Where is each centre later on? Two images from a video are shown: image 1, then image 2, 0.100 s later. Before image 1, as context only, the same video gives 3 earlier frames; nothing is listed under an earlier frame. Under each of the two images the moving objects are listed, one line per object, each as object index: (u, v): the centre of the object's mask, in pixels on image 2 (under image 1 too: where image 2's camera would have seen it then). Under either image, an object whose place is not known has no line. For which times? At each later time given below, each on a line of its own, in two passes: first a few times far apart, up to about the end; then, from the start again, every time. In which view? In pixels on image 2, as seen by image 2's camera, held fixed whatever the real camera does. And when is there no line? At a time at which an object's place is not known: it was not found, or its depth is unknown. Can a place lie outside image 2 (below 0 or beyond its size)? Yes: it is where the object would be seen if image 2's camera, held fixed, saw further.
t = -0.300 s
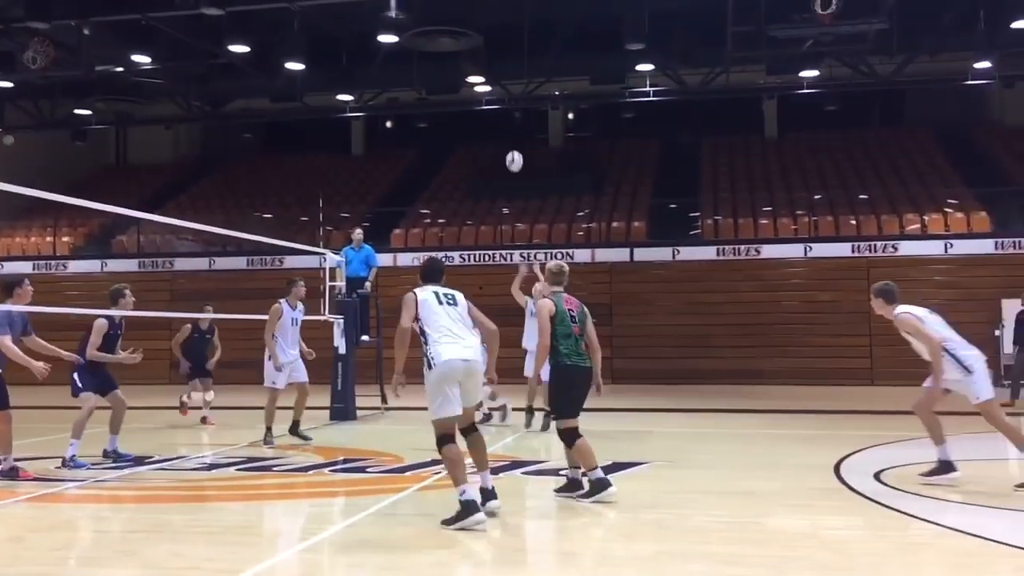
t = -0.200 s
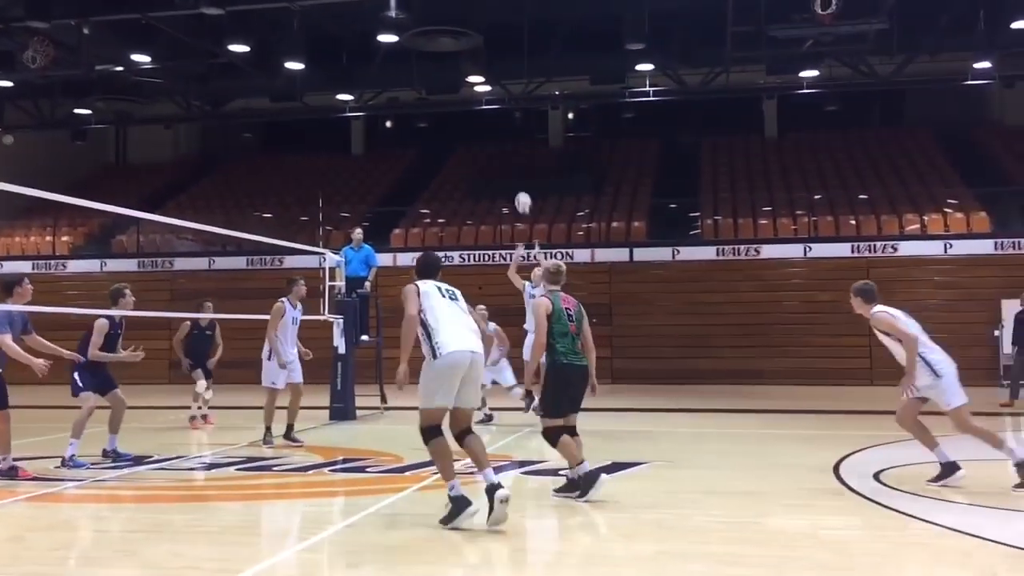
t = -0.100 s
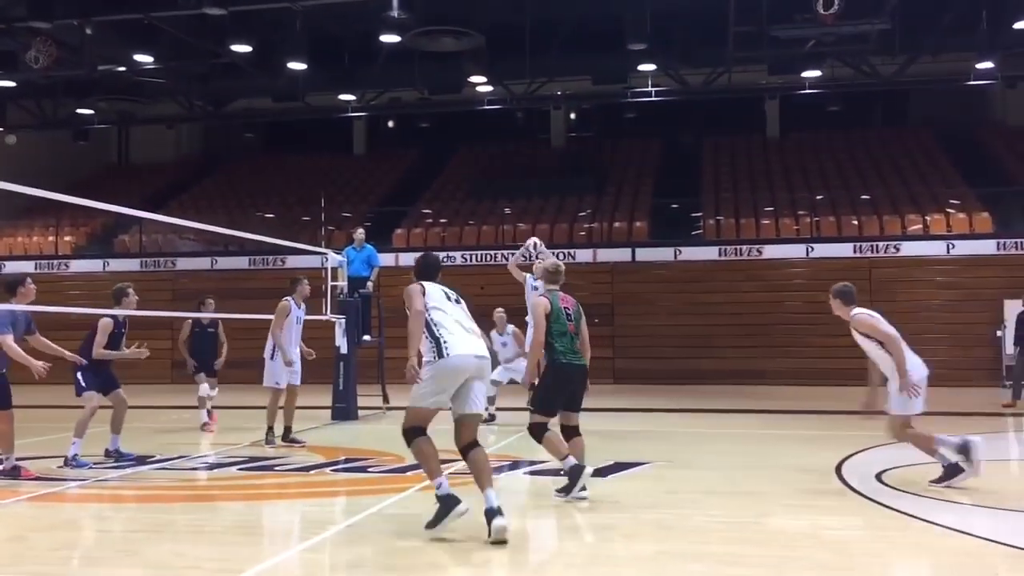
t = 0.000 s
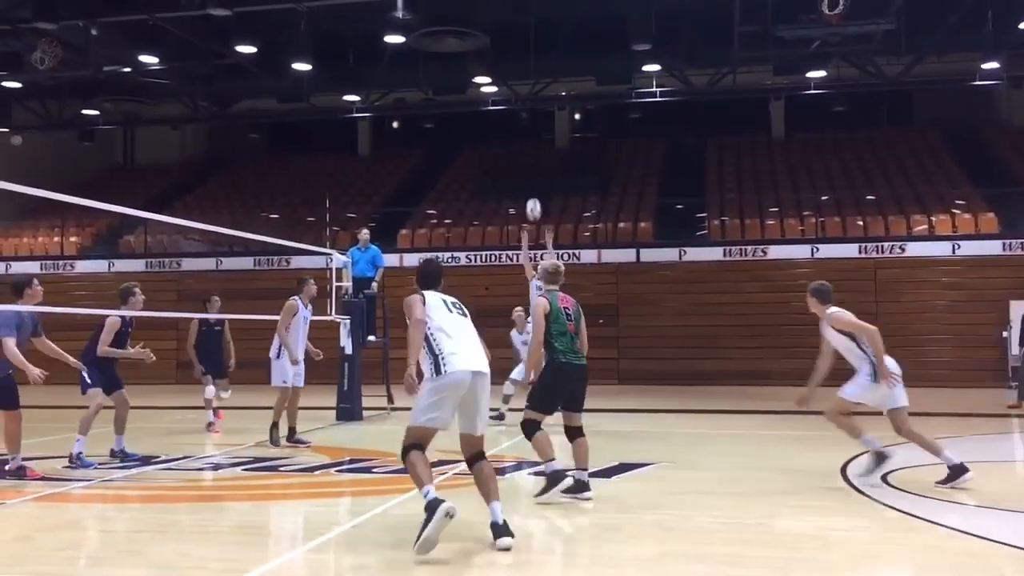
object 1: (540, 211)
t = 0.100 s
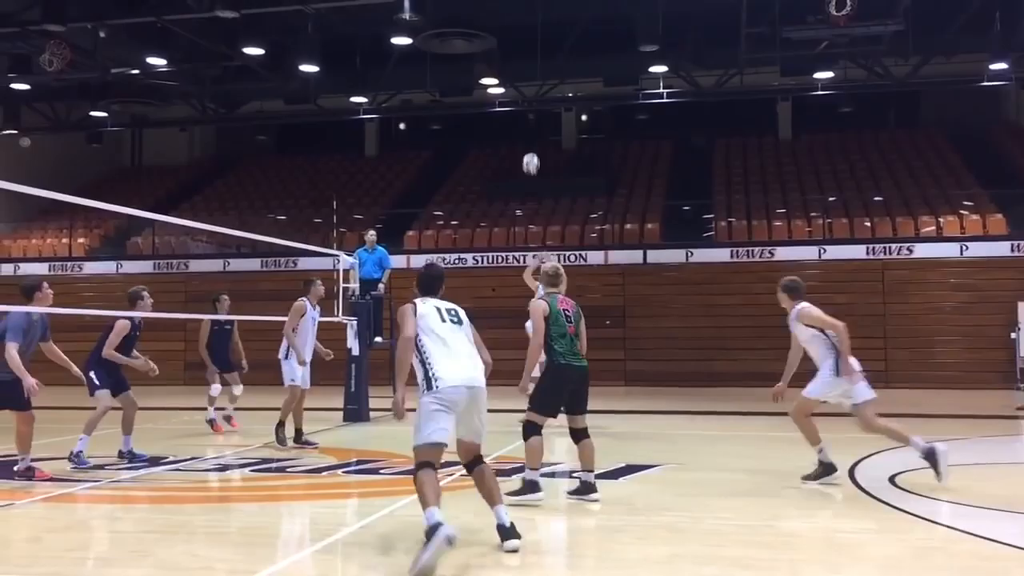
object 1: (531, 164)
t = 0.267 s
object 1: (515, 98)
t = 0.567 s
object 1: (481, 31)
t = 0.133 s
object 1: (527, 149)
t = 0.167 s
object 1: (524, 135)
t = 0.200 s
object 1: (521, 122)
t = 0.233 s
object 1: (518, 110)
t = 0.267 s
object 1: (515, 98)
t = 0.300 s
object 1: (512, 88)
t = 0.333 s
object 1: (508, 78)
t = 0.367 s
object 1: (504, 69)
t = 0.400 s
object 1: (500, 60)
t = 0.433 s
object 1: (496, 52)
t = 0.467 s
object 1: (492, 46)
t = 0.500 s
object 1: (489, 40)
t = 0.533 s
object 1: (485, 35)
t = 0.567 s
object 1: (481, 31)
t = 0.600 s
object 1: (476, 27)
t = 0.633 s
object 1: (472, 25)
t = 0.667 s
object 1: (467, 24)
